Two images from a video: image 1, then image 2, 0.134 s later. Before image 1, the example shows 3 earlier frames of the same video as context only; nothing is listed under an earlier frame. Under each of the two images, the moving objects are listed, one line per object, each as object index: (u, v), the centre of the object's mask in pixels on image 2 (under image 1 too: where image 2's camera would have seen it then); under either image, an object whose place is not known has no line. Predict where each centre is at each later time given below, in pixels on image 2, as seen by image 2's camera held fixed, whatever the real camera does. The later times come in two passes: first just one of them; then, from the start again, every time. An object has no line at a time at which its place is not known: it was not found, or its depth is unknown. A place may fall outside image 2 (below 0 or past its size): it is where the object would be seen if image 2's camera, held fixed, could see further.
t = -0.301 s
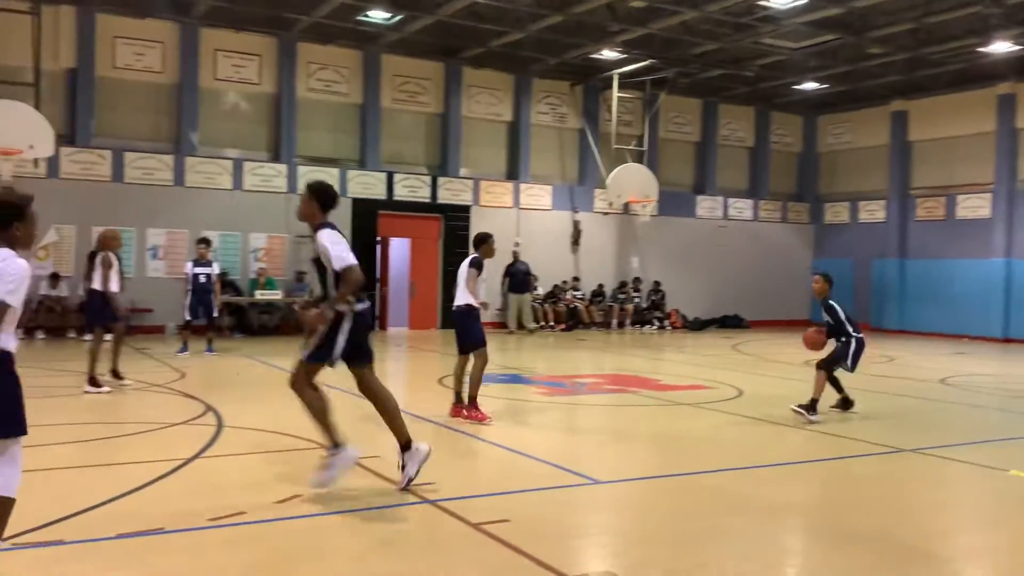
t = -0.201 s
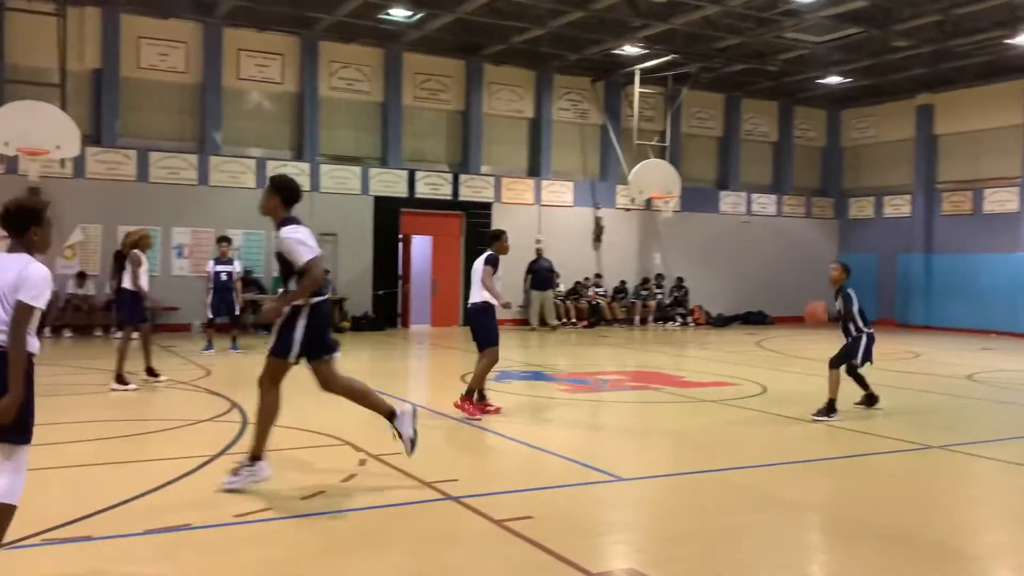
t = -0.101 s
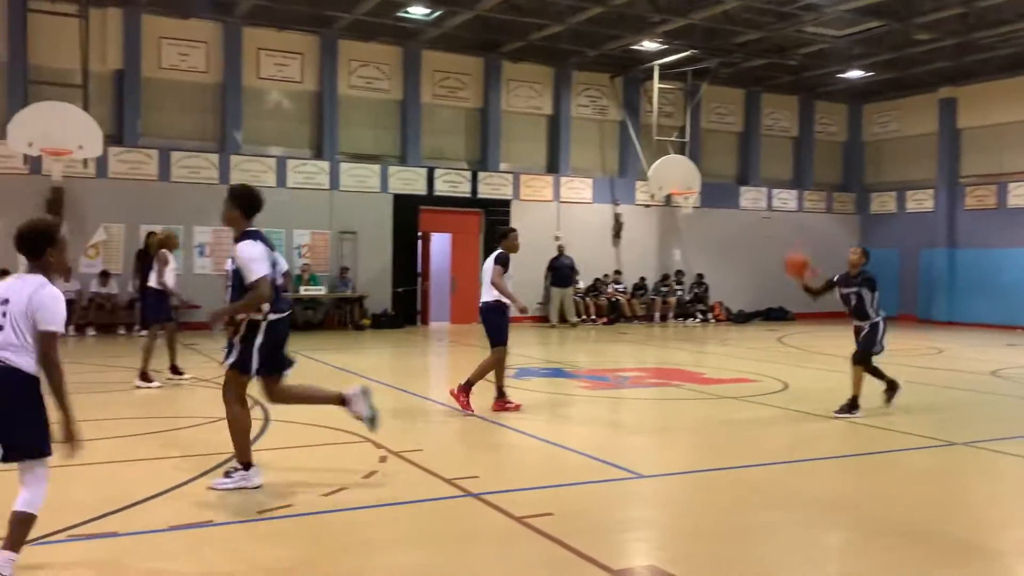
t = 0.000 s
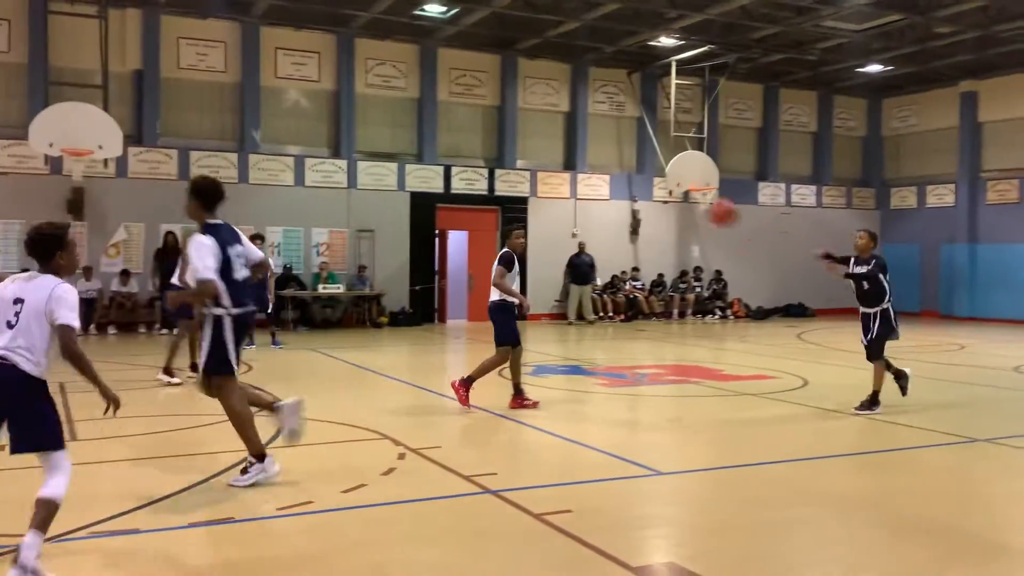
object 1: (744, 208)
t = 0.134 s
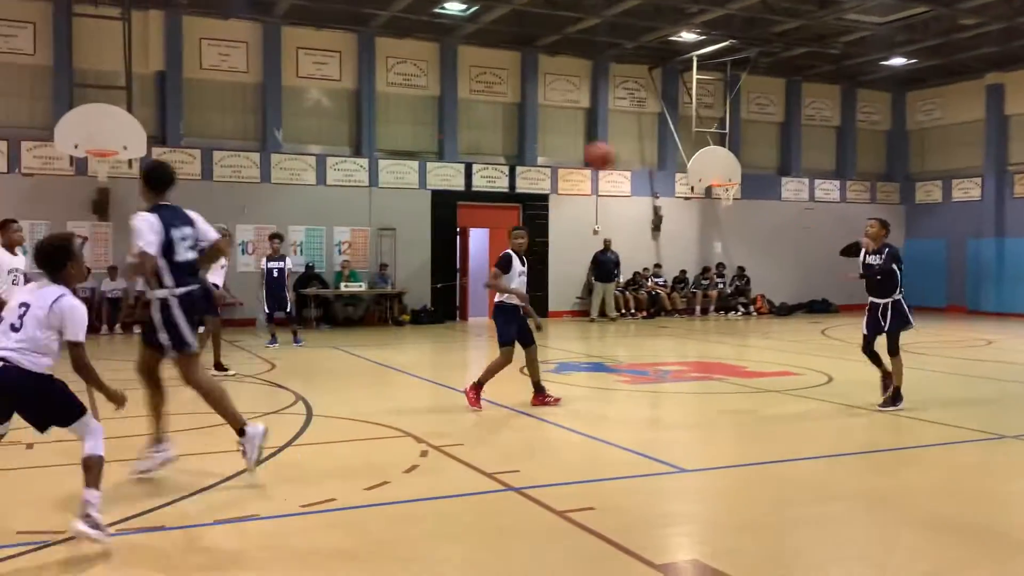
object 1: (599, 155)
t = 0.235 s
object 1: (479, 128)
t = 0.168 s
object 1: (561, 146)
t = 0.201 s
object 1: (522, 136)
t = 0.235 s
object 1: (479, 128)
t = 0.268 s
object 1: (438, 120)
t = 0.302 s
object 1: (395, 114)
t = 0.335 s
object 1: (348, 109)
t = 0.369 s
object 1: (301, 103)
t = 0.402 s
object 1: (251, 100)
